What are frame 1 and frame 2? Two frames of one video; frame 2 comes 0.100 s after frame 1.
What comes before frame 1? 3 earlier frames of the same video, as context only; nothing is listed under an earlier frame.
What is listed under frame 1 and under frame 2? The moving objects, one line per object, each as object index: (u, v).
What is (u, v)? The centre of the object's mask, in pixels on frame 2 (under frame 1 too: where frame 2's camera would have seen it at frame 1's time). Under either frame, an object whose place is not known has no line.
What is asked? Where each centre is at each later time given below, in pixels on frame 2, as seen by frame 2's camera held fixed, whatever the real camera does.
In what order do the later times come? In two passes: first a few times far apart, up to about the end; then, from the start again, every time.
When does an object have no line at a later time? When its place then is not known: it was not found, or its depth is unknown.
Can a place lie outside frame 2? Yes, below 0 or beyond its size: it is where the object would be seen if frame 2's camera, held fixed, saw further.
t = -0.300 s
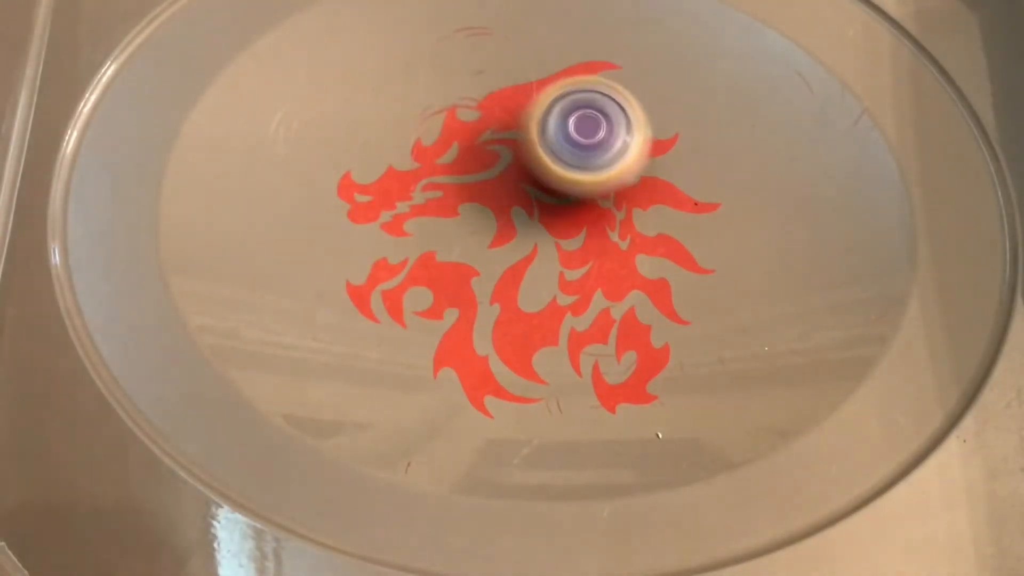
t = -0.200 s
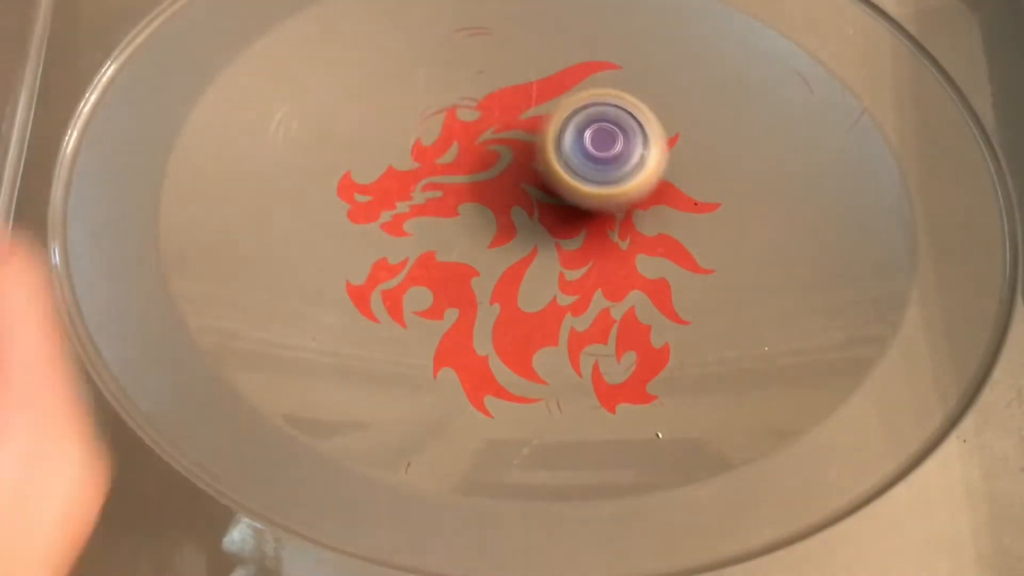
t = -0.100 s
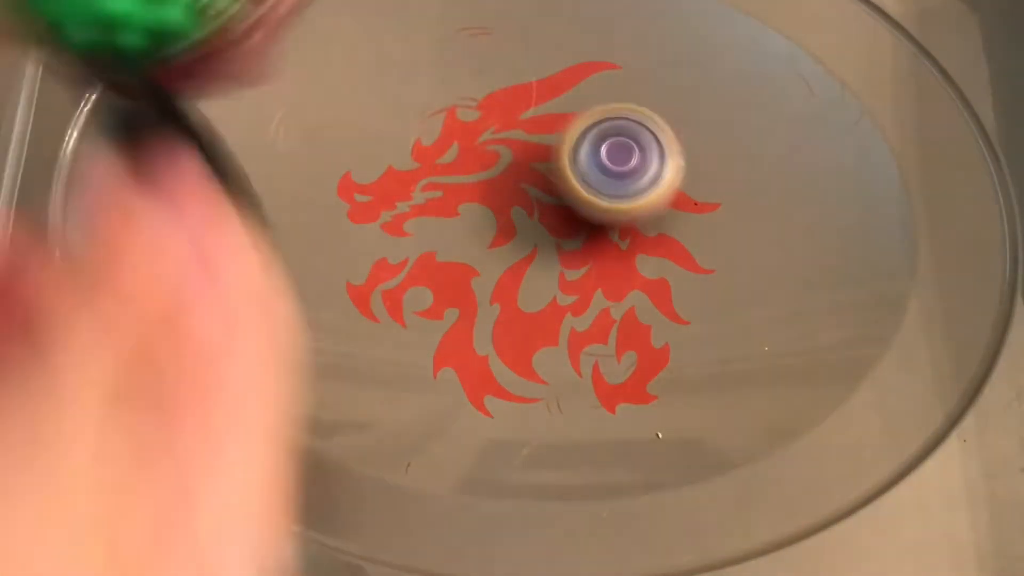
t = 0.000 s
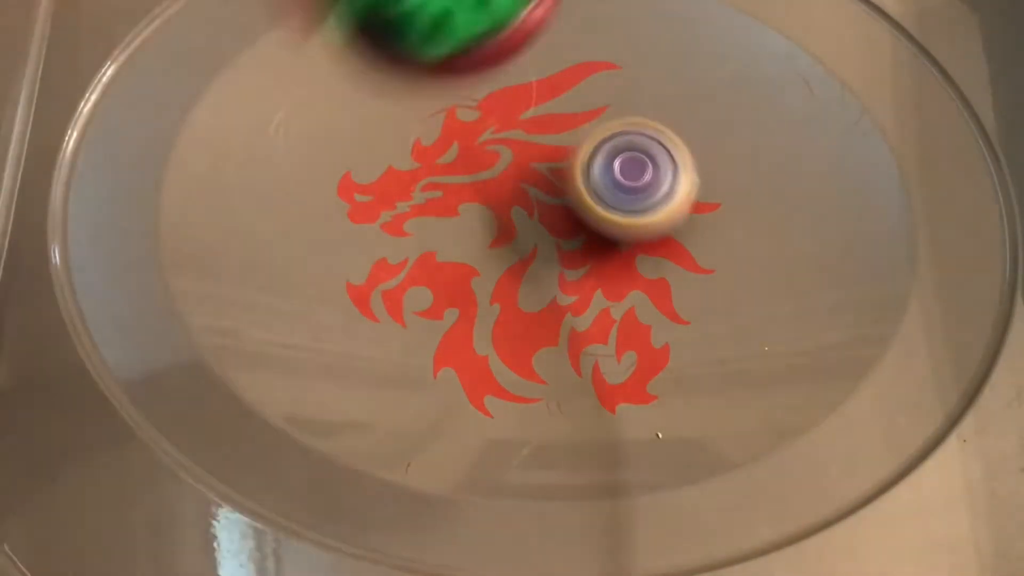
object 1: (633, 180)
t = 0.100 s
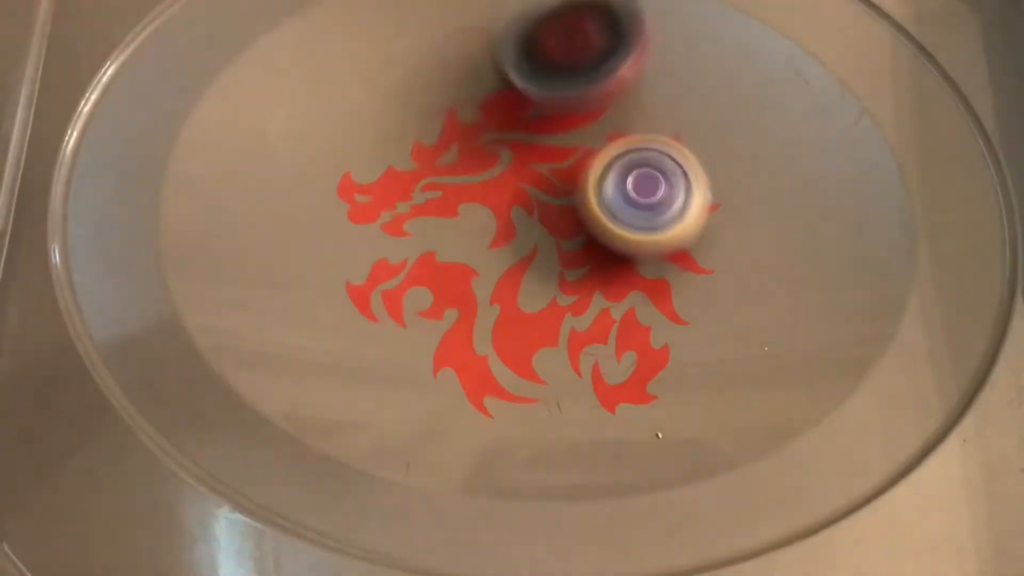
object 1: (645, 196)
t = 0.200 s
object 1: (640, 215)
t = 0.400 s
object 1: (645, 247)
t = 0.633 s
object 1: (642, 289)
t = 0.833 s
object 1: (617, 318)
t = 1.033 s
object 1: (603, 310)
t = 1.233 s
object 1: (541, 304)
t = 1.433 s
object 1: (470, 299)
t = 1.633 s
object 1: (445, 285)
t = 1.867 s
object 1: (434, 250)
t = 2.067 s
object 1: (421, 206)
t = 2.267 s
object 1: (434, 164)
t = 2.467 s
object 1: (459, 131)
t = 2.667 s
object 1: (493, 113)
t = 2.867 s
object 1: (531, 106)
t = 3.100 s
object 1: (577, 110)
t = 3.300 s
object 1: (616, 128)
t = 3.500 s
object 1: (643, 158)
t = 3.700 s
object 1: (657, 175)
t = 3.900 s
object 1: (625, 150)
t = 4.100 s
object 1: (583, 153)
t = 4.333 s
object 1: (527, 167)
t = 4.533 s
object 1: (490, 183)
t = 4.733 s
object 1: (463, 195)
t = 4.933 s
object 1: (442, 204)
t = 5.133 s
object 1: (430, 212)
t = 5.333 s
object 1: (419, 252)
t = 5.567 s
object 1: (455, 289)
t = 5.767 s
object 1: (470, 293)
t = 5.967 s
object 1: (536, 328)
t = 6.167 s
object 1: (599, 317)
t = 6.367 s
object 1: (637, 288)
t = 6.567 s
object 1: (651, 264)
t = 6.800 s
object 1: (656, 241)
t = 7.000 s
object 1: (650, 216)
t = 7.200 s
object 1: (662, 162)
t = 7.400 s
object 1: (625, 119)
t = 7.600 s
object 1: (576, 108)
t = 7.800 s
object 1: (569, 115)
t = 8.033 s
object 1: (431, 73)
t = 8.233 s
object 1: (348, 116)
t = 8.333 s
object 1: (334, 151)
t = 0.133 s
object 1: (646, 200)
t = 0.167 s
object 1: (645, 201)
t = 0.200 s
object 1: (640, 215)
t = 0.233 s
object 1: (642, 219)
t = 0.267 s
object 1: (642, 225)
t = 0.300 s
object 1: (640, 230)
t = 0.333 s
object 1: (642, 235)
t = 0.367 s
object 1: (643, 241)
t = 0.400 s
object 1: (645, 247)
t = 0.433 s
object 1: (646, 253)
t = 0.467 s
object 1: (647, 260)
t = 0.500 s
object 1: (647, 266)
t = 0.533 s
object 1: (648, 272)
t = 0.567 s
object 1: (649, 274)
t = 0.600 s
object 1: (651, 276)
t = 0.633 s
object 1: (642, 289)
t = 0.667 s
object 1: (631, 303)
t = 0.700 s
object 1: (624, 310)
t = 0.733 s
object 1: (622, 314)
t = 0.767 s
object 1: (619, 316)
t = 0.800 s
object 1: (619, 318)
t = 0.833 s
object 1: (617, 318)
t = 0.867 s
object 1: (616, 318)
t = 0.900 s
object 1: (615, 318)
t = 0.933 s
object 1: (613, 317)
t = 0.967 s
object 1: (611, 315)
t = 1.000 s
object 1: (608, 313)
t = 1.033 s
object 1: (603, 310)
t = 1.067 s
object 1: (596, 307)
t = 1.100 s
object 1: (587, 305)
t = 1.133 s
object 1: (575, 304)
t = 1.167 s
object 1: (564, 305)
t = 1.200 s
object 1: (553, 305)
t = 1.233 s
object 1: (541, 304)
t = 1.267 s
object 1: (528, 305)
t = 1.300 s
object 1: (515, 305)
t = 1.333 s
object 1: (504, 304)
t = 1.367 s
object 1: (493, 303)
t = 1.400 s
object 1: (481, 301)
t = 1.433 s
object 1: (470, 299)
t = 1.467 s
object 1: (462, 296)
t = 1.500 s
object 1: (456, 294)
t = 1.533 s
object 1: (454, 292)
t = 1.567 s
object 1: (450, 290)
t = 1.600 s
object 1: (447, 288)
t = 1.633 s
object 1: (445, 285)
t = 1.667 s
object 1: (443, 282)
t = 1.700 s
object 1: (443, 278)
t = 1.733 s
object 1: (442, 273)
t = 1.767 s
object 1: (441, 269)
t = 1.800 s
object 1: (439, 263)
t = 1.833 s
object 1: (437, 257)
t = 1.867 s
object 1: (434, 250)
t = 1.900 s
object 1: (432, 244)
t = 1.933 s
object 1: (428, 235)
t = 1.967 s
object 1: (425, 228)
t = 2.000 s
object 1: (423, 220)
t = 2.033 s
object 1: (421, 212)
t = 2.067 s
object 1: (421, 206)
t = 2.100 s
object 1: (423, 198)
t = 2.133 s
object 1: (424, 191)
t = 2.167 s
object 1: (426, 184)
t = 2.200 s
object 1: (429, 177)
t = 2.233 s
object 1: (432, 170)
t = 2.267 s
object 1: (434, 164)
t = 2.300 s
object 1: (437, 158)
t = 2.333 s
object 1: (440, 151)
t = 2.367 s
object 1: (444, 146)
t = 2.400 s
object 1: (449, 141)
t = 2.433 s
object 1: (454, 135)
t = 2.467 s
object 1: (459, 131)
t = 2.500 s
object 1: (464, 127)
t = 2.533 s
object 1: (469, 123)
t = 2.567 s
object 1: (474, 120)
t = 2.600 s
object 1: (480, 118)
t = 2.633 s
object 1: (487, 115)
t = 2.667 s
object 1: (493, 113)
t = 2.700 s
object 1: (500, 110)
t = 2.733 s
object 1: (506, 109)
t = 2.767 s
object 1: (512, 108)
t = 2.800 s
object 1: (518, 106)
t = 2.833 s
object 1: (524, 106)
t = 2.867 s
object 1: (531, 106)
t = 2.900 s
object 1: (538, 105)
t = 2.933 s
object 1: (545, 104)
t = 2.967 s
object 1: (553, 104)
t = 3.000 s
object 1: (559, 105)
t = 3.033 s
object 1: (565, 107)
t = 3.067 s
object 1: (570, 108)
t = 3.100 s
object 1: (577, 110)
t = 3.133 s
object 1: (583, 112)
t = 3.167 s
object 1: (590, 114)
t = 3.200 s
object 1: (598, 118)
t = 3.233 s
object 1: (606, 121)
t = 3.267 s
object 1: (612, 124)
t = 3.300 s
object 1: (616, 128)
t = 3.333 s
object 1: (622, 133)
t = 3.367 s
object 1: (627, 138)
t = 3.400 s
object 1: (632, 143)
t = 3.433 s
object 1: (637, 147)
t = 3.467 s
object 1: (640, 153)
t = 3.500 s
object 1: (643, 158)
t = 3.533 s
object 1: (647, 165)
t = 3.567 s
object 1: (653, 172)
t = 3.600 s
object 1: (658, 178)
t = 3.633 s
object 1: (658, 177)
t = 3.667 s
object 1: (658, 175)
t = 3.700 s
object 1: (657, 175)
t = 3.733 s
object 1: (657, 176)
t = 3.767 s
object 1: (656, 178)
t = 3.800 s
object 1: (648, 168)
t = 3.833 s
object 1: (638, 157)
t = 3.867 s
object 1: (631, 151)
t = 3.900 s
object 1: (625, 150)
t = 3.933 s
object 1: (620, 150)
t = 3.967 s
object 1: (613, 151)
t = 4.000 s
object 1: (606, 151)
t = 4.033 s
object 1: (598, 151)
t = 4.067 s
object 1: (591, 152)
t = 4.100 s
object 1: (583, 153)
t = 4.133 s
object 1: (575, 154)
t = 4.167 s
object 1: (567, 156)
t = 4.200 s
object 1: (559, 157)
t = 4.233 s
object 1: (552, 159)
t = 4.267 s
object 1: (543, 162)
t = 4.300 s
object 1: (534, 164)
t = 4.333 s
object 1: (527, 167)
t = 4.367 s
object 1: (519, 170)
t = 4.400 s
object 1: (511, 174)
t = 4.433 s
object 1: (505, 177)
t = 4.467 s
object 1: (501, 179)
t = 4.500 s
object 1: (495, 181)
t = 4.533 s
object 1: (490, 183)
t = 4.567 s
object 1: (485, 184)
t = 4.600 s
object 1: (481, 186)
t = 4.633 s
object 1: (476, 189)
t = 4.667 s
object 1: (472, 191)
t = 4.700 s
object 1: (467, 193)
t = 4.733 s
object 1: (463, 195)
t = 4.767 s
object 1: (458, 196)
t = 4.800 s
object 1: (455, 198)
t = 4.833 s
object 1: (451, 199)
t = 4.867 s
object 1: (447, 201)
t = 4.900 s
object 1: (444, 202)
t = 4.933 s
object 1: (442, 204)
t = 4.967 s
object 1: (439, 205)
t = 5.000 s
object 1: (437, 206)
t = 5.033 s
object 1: (435, 207)
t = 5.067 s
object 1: (433, 208)
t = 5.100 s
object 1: (432, 209)
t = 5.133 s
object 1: (430, 212)
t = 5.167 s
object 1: (424, 216)
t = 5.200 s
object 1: (418, 221)
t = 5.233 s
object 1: (415, 228)
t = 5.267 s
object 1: (415, 236)
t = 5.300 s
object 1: (417, 244)
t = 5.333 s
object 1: (419, 252)
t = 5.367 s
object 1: (422, 260)
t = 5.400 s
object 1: (427, 266)
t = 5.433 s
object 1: (430, 272)
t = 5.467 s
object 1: (437, 278)
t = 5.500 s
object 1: (441, 283)
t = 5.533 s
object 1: (449, 286)
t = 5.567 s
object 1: (455, 289)
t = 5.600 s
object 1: (458, 290)
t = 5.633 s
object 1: (460, 290)
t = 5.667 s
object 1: (461, 289)
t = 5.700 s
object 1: (464, 289)
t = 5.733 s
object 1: (465, 287)
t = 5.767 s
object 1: (470, 293)
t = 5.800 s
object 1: (480, 309)
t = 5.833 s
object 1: (490, 316)
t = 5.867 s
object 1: (502, 319)
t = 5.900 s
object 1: (514, 323)
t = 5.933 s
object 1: (525, 326)
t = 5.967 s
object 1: (536, 328)
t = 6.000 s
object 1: (546, 328)
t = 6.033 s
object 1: (557, 327)
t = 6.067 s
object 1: (568, 326)
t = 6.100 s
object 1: (579, 324)
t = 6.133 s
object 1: (588, 321)
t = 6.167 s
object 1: (599, 317)
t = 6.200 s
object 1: (607, 313)
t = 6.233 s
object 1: (615, 308)
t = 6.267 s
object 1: (622, 303)
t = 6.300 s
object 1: (627, 298)
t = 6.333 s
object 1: (632, 293)
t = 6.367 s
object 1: (637, 288)
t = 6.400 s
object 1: (642, 283)
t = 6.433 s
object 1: (645, 279)
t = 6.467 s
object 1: (647, 275)
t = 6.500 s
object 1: (649, 271)
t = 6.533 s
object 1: (650, 267)
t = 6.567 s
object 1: (651, 264)
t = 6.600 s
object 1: (652, 261)
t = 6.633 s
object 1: (653, 258)
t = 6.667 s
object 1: (654, 255)
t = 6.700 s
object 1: (654, 252)
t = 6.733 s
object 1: (655, 248)
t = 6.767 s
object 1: (655, 245)
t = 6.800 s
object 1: (656, 241)
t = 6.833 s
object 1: (655, 237)
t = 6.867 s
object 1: (654, 233)
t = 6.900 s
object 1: (654, 229)
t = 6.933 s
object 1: (653, 224)
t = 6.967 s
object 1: (651, 219)
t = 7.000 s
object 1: (650, 216)
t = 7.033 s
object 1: (649, 211)
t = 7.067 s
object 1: (647, 207)
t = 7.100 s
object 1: (650, 197)
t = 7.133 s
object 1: (658, 183)
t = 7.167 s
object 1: (662, 172)
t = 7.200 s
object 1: (662, 162)
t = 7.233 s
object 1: (657, 152)
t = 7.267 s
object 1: (652, 145)
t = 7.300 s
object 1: (646, 136)
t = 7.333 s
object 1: (640, 129)
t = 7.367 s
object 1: (632, 123)
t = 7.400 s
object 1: (625, 119)
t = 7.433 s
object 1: (616, 115)
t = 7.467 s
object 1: (609, 112)
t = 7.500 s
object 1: (599, 110)
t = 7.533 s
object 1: (591, 109)
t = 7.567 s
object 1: (582, 108)
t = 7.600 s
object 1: (576, 108)
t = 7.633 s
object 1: (572, 108)
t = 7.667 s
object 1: (570, 108)
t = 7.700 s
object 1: (570, 109)
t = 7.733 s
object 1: (570, 110)
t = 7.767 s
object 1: (570, 112)
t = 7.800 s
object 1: (569, 115)
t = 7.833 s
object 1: (563, 111)
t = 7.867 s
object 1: (536, 91)
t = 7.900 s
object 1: (512, 78)
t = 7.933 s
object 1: (492, 73)
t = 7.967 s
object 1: (471, 71)
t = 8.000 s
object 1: (450, 71)
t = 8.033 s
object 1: (431, 73)
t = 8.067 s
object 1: (413, 77)
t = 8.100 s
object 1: (395, 82)
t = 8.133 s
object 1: (381, 89)
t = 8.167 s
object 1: (368, 97)
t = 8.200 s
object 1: (357, 106)
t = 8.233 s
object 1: (348, 116)
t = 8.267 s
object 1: (342, 127)
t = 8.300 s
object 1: (336, 138)
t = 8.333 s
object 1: (334, 151)
